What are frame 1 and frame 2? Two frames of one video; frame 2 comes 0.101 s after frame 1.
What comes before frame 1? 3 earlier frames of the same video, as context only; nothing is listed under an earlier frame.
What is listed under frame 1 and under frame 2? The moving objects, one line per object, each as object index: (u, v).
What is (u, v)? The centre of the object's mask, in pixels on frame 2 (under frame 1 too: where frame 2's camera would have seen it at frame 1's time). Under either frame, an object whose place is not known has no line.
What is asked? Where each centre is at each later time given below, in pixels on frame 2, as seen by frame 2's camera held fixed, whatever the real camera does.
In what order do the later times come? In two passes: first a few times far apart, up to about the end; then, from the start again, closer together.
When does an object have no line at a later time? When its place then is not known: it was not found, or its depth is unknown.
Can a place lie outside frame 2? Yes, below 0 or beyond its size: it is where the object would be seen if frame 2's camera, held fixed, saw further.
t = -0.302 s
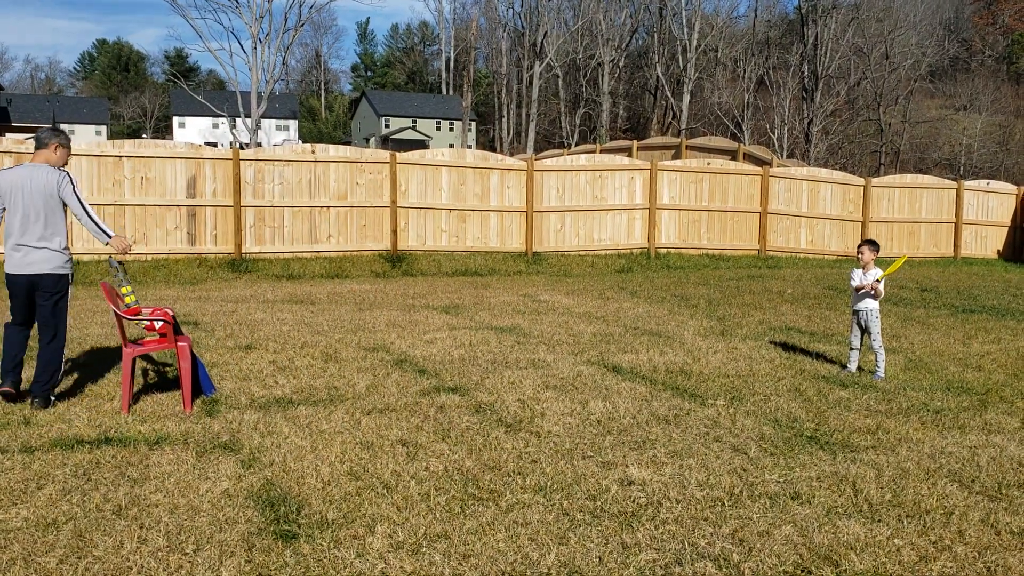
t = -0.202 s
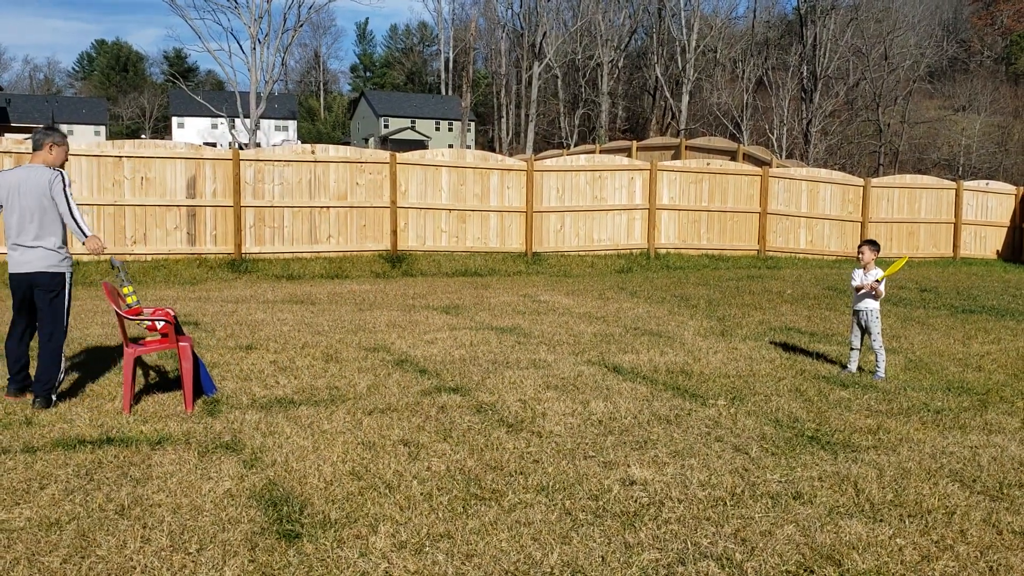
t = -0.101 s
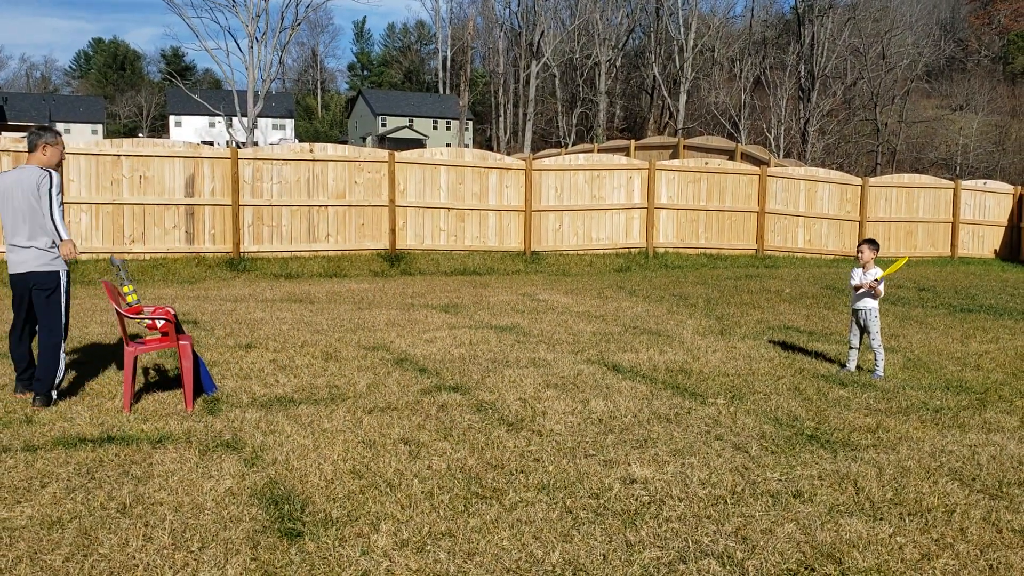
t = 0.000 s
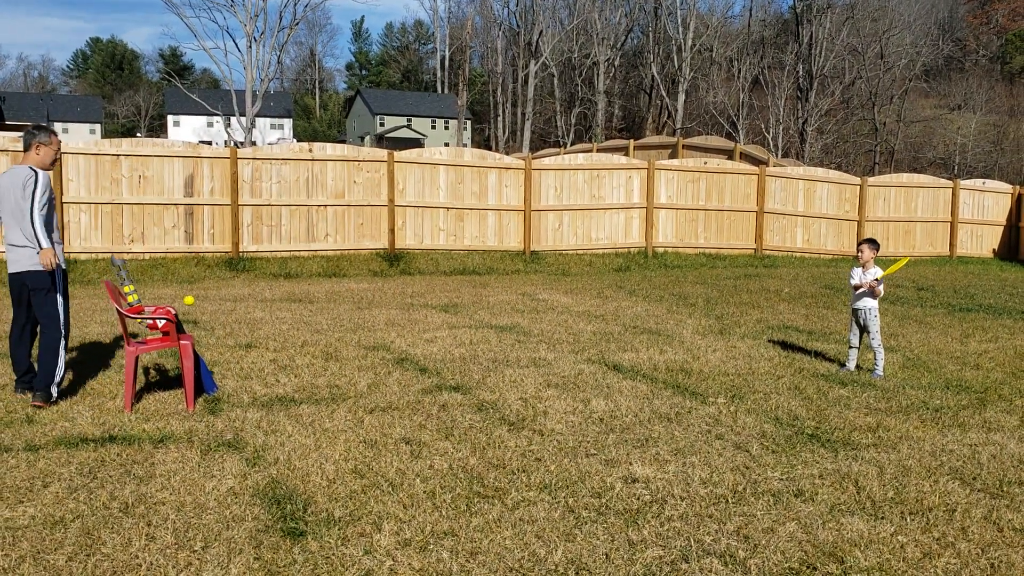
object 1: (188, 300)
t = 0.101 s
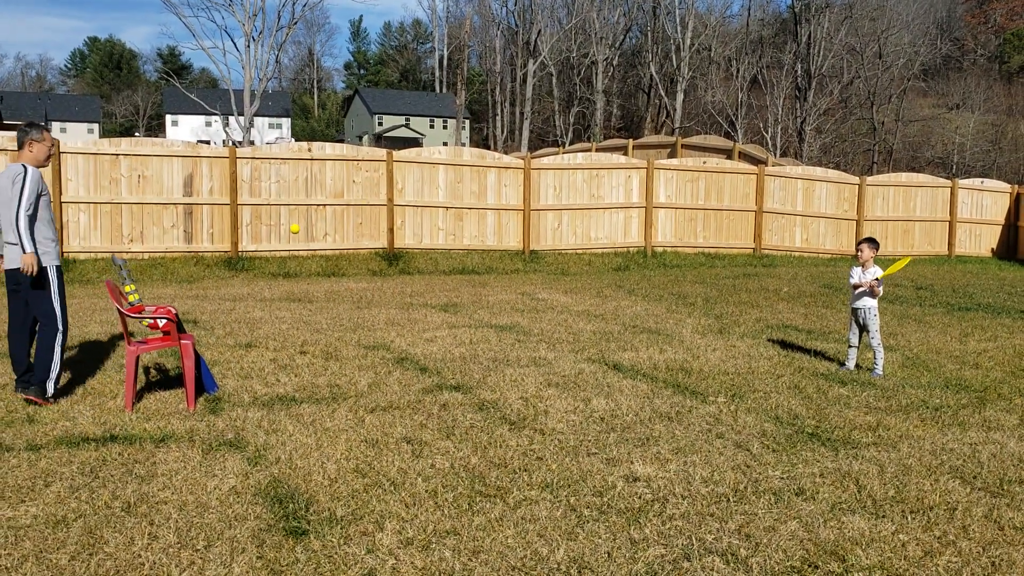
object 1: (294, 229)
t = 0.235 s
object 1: (425, 170)
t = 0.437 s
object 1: (596, 147)
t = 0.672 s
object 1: (762, 196)
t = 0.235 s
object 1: (425, 170)
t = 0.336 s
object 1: (515, 150)
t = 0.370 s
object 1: (542, 147)
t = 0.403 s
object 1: (570, 146)
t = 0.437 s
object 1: (596, 147)
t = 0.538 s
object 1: (671, 159)
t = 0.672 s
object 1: (762, 196)
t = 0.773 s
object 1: (822, 238)
